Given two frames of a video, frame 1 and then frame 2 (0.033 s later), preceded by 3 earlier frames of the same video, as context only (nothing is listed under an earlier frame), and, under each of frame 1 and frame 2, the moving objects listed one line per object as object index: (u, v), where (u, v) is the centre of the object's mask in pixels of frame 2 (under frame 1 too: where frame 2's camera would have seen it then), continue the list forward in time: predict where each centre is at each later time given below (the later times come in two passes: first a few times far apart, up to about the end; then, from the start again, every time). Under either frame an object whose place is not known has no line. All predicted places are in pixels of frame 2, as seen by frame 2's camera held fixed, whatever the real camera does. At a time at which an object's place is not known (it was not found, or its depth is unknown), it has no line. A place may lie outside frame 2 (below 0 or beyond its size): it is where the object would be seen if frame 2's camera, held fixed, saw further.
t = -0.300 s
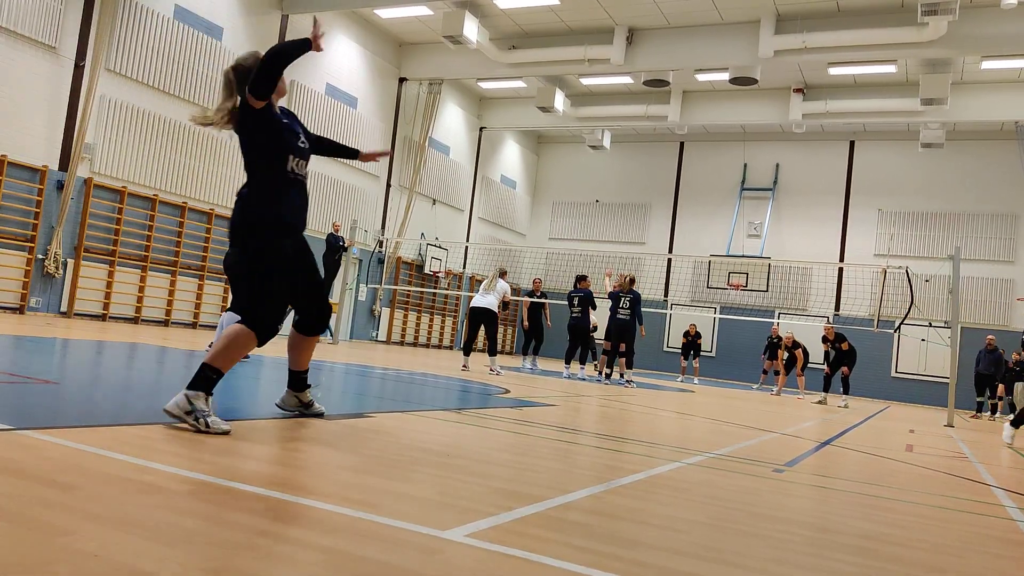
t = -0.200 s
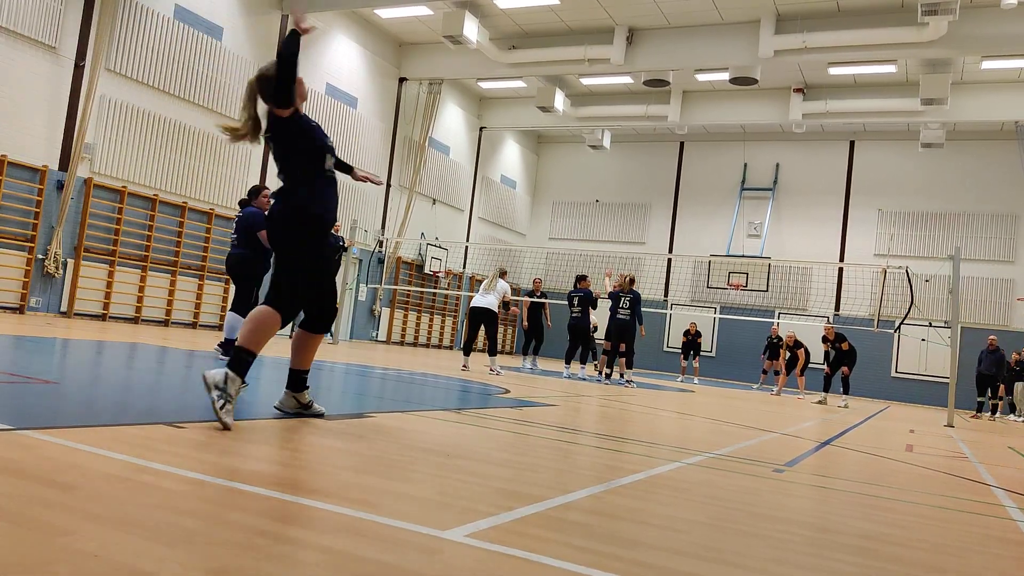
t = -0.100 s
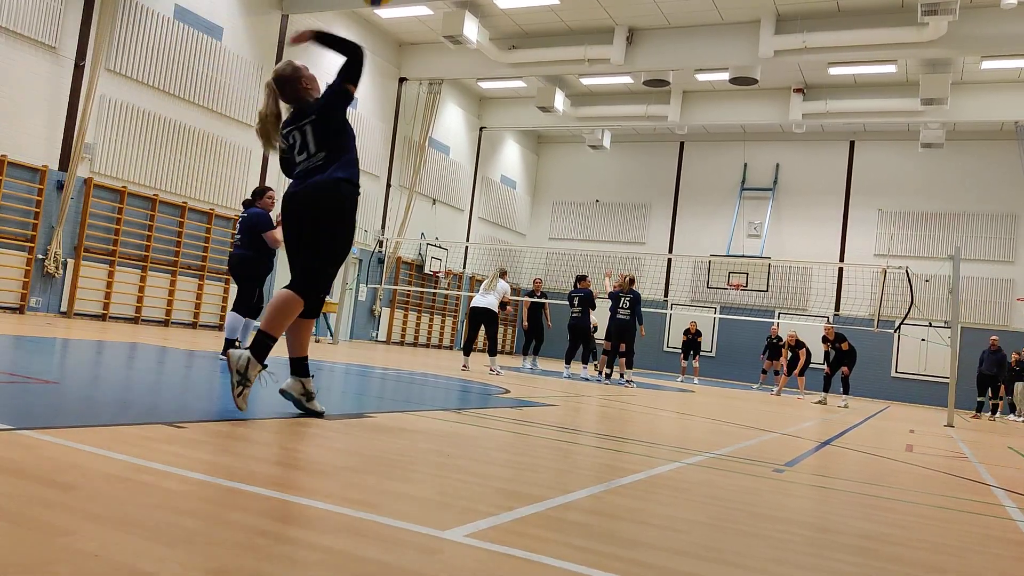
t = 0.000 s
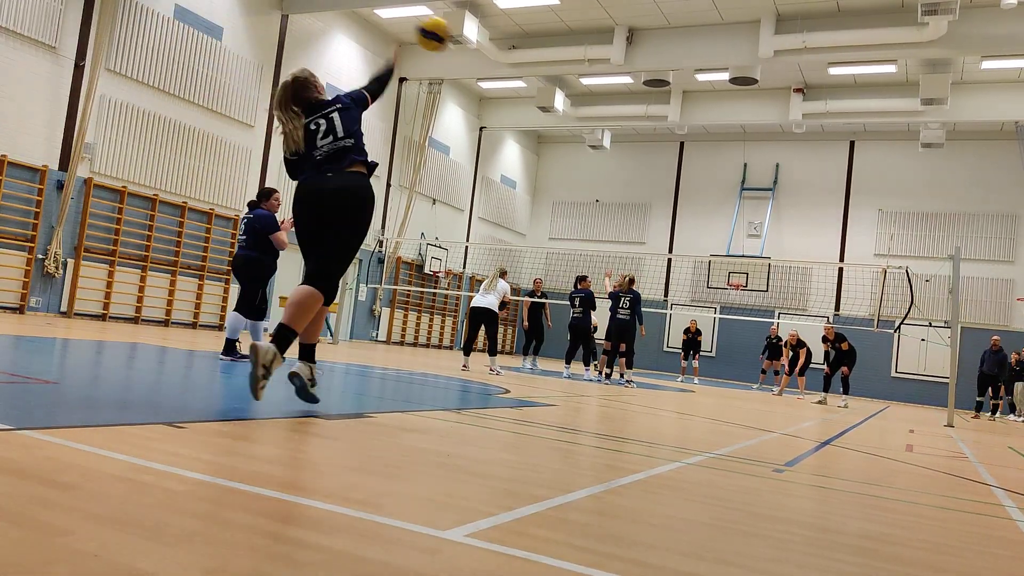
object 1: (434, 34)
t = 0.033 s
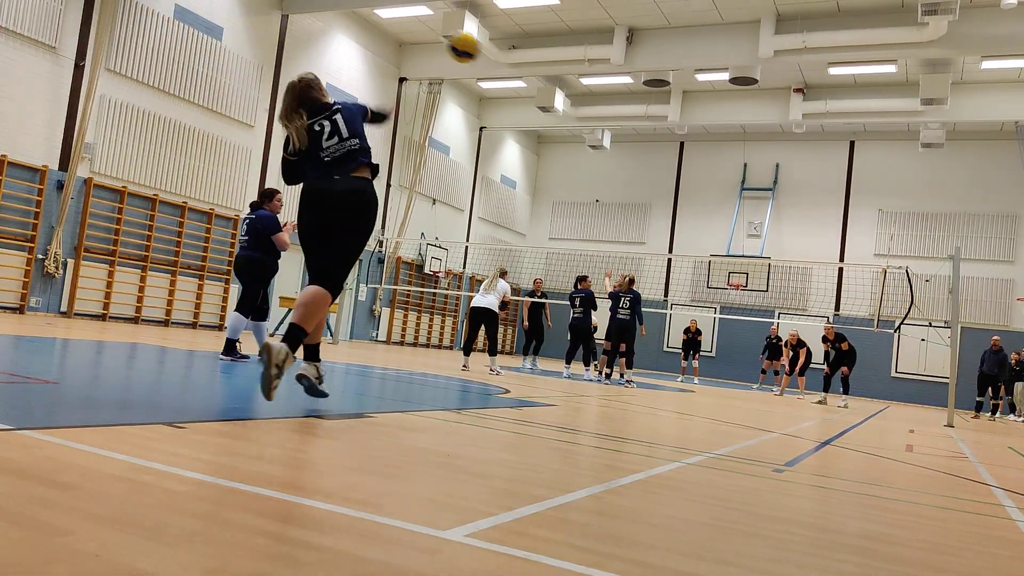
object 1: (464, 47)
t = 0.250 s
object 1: (572, 111)
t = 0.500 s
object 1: (618, 177)
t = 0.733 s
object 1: (633, 236)
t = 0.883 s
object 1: (639, 271)
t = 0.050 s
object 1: (477, 54)
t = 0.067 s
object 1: (489, 60)
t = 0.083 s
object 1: (500, 65)
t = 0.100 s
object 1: (510, 70)
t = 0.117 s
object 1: (518, 75)
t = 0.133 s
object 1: (527, 81)
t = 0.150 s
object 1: (535, 85)
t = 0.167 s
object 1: (542, 90)
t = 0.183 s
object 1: (548, 94)
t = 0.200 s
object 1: (555, 98)
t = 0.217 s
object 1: (562, 104)
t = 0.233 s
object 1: (568, 107)
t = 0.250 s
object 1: (572, 111)
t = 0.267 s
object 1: (577, 116)
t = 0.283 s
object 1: (582, 121)
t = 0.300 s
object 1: (586, 125)
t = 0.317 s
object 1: (589, 129)
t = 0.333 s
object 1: (593, 133)
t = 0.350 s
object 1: (596, 138)
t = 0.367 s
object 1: (599, 142)
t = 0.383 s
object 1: (602, 146)
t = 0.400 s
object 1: (605, 151)
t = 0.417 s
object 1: (607, 155)
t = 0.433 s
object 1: (610, 159)
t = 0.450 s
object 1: (612, 164)
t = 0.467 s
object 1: (614, 169)
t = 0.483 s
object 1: (616, 173)
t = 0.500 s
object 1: (618, 177)
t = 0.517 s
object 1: (619, 182)
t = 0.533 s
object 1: (621, 185)
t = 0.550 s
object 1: (622, 190)
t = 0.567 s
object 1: (624, 194)
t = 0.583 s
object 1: (625, 199)
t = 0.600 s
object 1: (626, 203)
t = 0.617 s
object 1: (627, 207)
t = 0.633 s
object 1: (627, 211)
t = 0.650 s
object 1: (628, 215)
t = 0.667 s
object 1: (629, 219)
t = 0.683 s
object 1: (630, 223)
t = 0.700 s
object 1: (631, 228)
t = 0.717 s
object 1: (632, 231)
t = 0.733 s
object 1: (633, 236)
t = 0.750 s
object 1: (634, 239)
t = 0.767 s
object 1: (635, 244)
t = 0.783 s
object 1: (636, 247)
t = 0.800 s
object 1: (636, 250)
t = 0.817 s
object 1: (636, 258)
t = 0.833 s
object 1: (636, 260)
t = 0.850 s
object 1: (637, 263)
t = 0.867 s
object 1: (638, 267)
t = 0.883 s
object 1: (639, 271)
